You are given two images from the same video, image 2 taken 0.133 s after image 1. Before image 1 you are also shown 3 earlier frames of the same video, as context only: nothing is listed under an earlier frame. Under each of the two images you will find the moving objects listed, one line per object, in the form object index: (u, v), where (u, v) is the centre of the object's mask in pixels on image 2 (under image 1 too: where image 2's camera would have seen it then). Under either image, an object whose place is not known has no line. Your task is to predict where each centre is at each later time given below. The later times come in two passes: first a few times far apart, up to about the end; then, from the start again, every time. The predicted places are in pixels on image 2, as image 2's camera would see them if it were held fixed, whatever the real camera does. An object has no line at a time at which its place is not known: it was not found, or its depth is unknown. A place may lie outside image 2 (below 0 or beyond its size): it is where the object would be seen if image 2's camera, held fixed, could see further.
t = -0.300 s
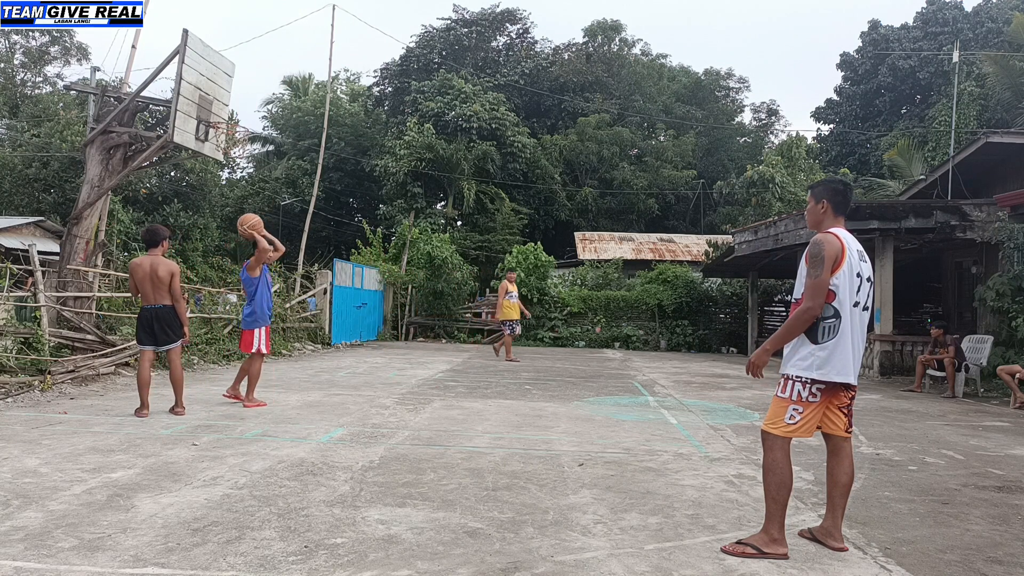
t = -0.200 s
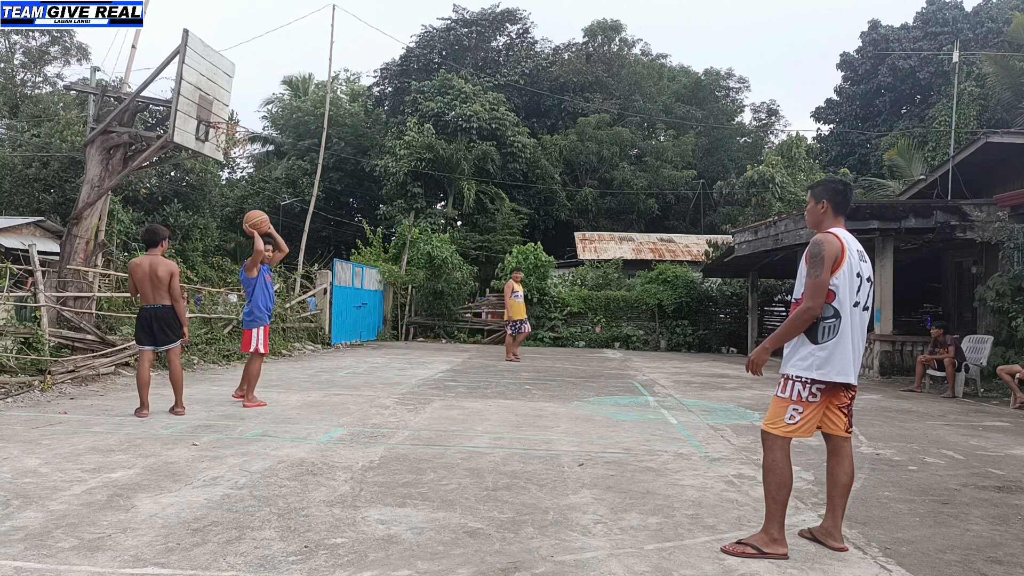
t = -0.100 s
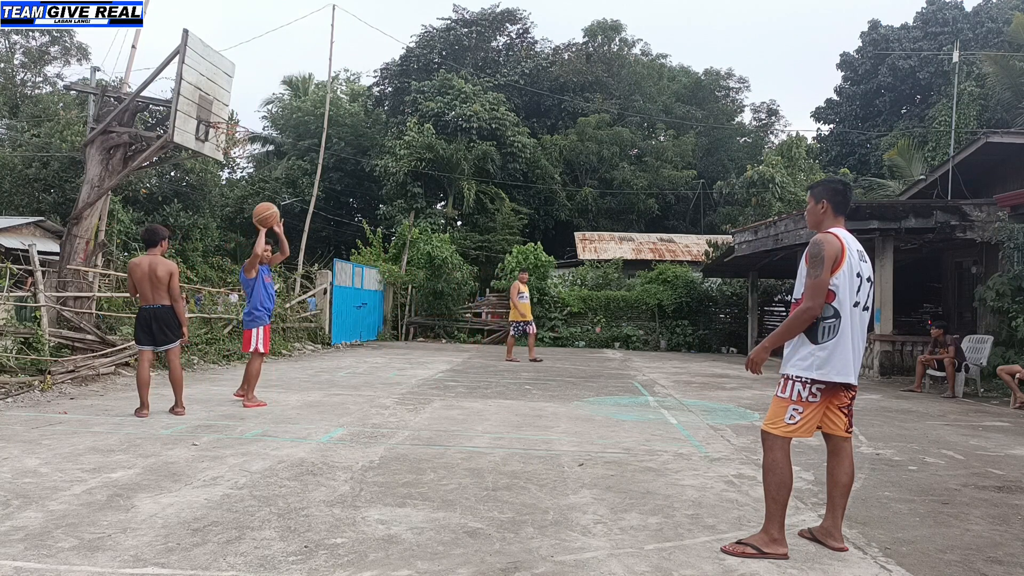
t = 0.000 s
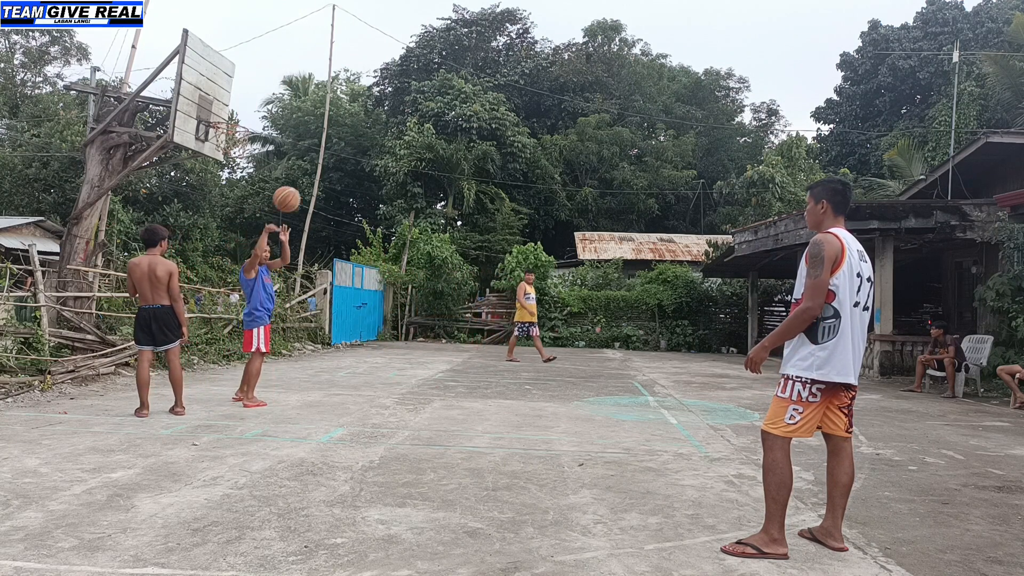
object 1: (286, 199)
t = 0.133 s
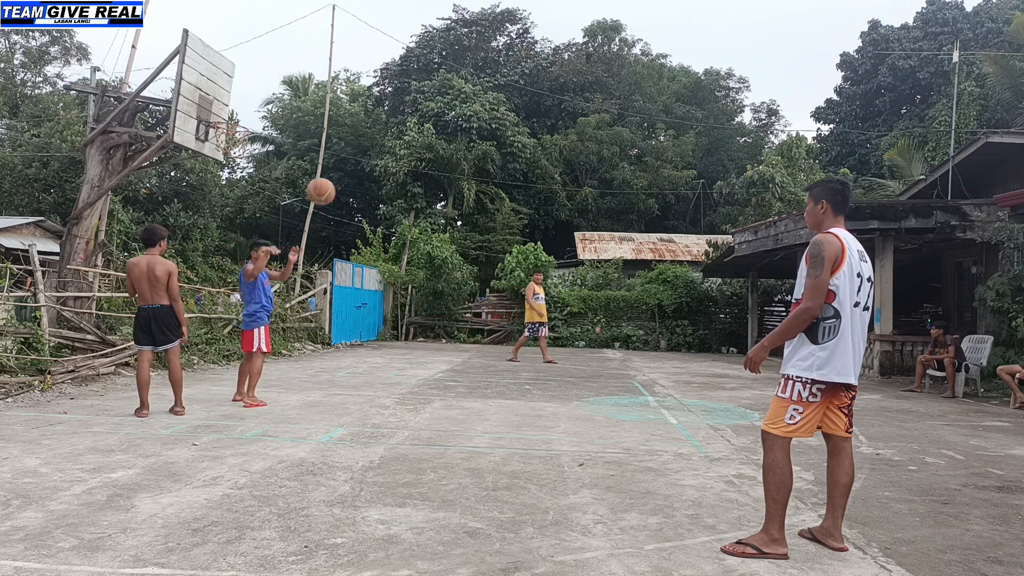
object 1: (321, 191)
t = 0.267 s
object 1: (358, 204)
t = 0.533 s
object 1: (444, 307)
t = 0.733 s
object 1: (517, 440)
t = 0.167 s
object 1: (330, 193)
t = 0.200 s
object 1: (339, 195)
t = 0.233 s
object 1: (348, 199)
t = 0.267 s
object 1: (358, 204)
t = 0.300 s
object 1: (368, 210)
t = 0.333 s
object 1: (378, 218)
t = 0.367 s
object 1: (388, 228)
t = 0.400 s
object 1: (398, 240)
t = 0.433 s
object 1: (409, 253)
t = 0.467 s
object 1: (421, 269)
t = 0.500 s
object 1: (432, 287)
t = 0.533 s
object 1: (444, 307)
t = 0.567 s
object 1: (456, 329)
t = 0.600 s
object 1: (468, 354)
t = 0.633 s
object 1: (482, 383)
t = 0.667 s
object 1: (495, 412)
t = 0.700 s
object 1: (509, 446)
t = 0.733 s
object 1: (517, 440)
